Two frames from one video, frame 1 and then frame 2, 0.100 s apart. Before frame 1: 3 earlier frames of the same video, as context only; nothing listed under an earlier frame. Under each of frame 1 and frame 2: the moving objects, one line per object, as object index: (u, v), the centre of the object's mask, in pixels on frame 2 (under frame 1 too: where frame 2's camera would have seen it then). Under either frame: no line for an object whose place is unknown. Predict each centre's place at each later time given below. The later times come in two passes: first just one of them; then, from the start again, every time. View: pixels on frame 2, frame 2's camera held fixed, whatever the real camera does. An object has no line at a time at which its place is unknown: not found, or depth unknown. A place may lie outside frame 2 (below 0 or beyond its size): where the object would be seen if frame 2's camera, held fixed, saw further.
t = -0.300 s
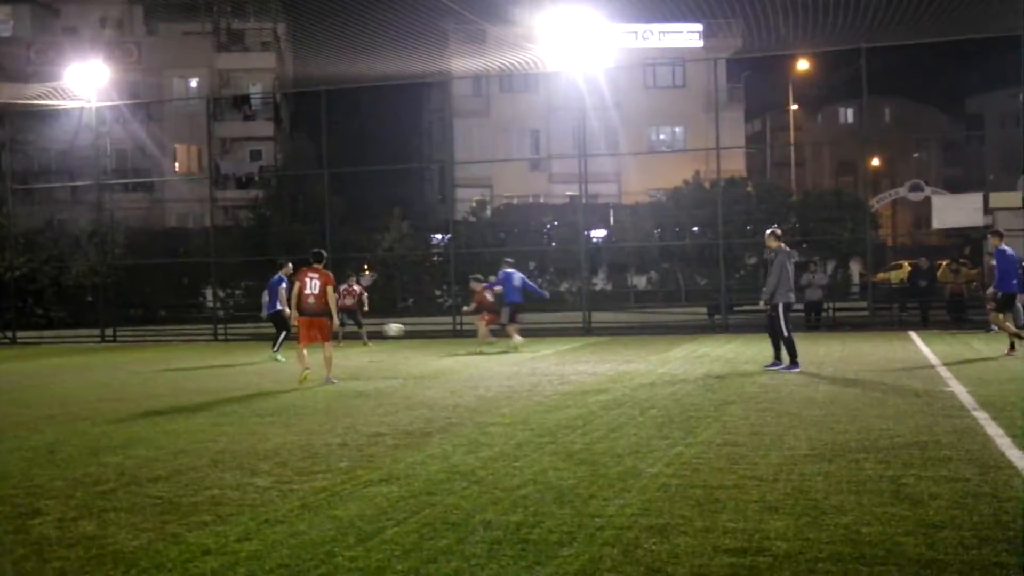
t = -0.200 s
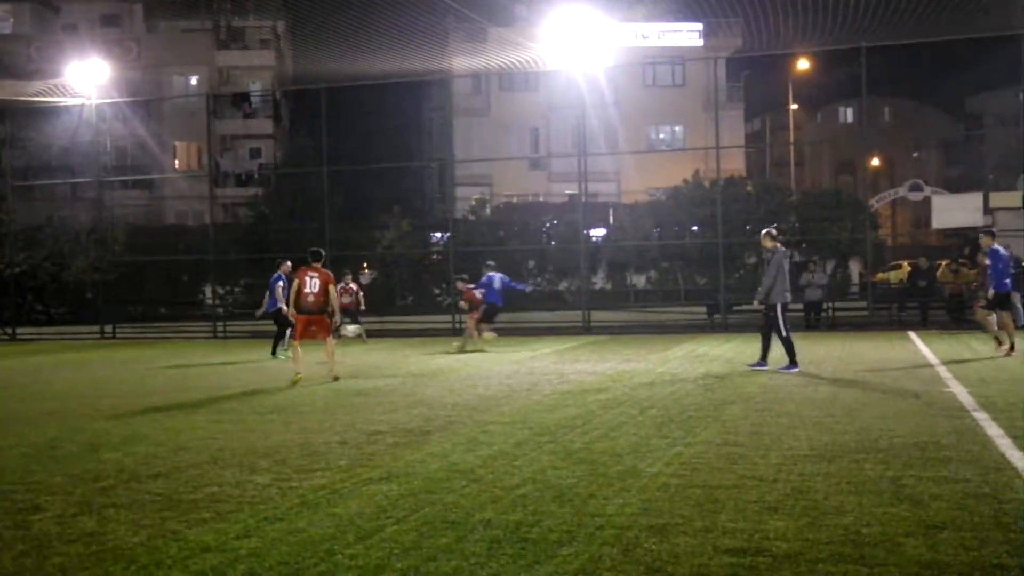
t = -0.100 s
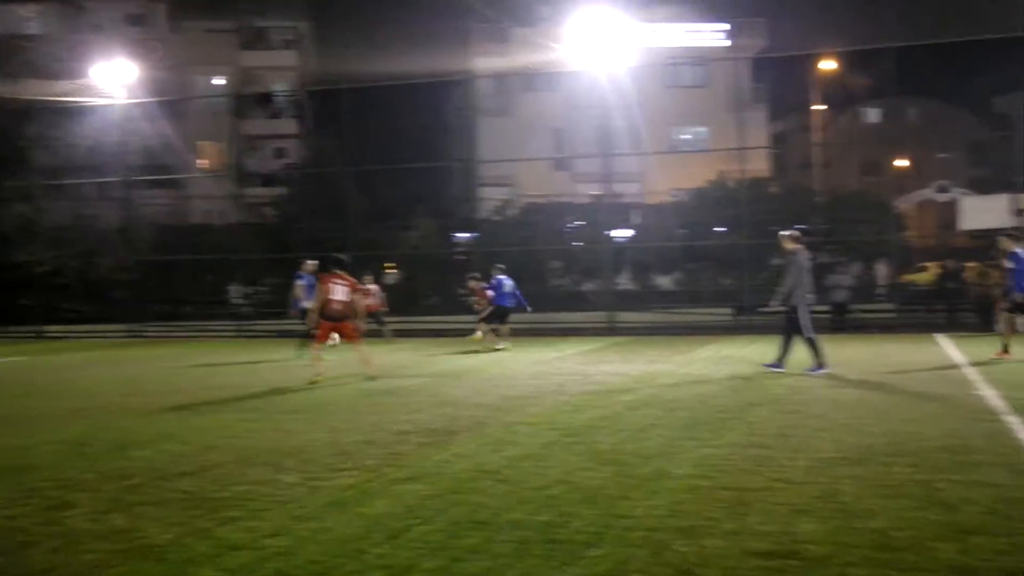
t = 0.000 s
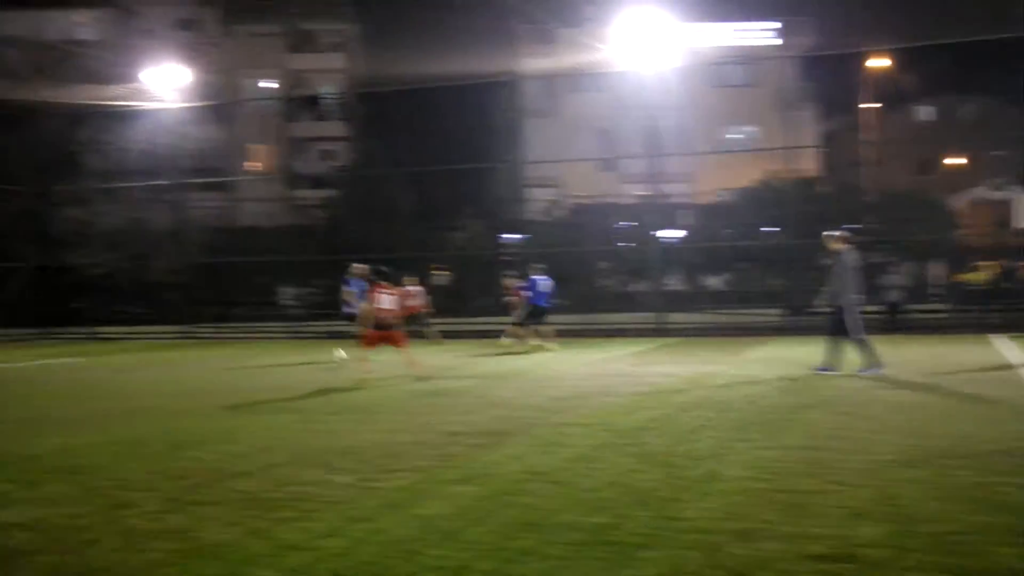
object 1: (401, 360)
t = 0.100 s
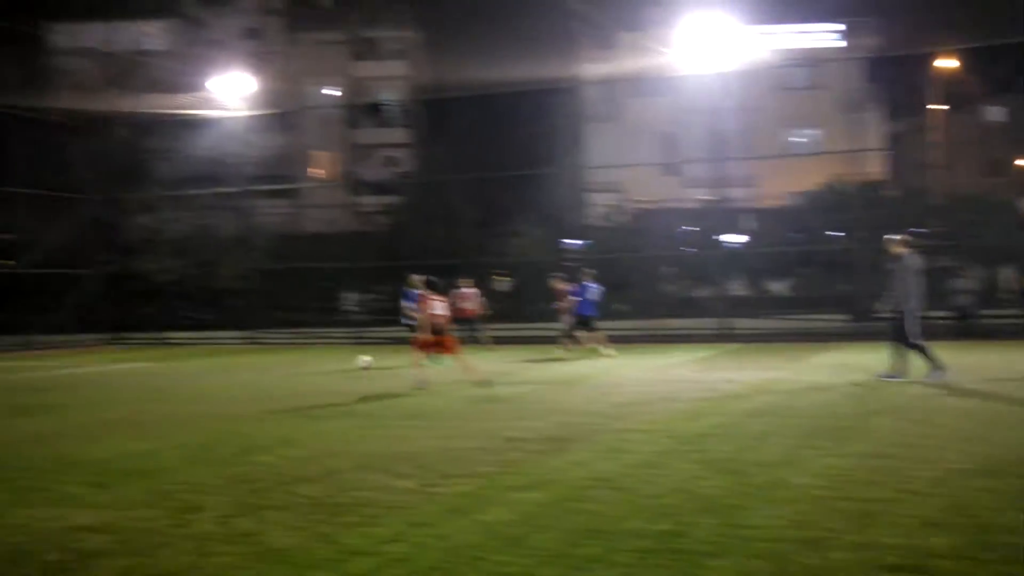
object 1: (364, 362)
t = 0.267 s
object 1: (310, 360)
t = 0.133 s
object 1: (354, 360)
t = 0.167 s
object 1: (342, 359)
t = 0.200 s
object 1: (329, 359)
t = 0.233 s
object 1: (319, 359)
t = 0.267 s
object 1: (310, 360)
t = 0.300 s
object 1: (298, 361)
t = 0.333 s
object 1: (287, 364)
